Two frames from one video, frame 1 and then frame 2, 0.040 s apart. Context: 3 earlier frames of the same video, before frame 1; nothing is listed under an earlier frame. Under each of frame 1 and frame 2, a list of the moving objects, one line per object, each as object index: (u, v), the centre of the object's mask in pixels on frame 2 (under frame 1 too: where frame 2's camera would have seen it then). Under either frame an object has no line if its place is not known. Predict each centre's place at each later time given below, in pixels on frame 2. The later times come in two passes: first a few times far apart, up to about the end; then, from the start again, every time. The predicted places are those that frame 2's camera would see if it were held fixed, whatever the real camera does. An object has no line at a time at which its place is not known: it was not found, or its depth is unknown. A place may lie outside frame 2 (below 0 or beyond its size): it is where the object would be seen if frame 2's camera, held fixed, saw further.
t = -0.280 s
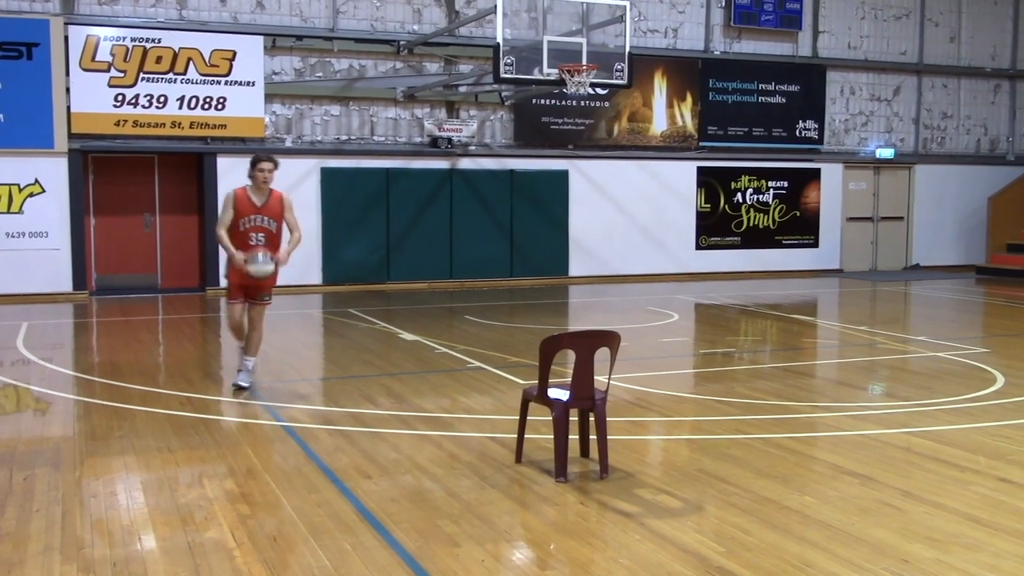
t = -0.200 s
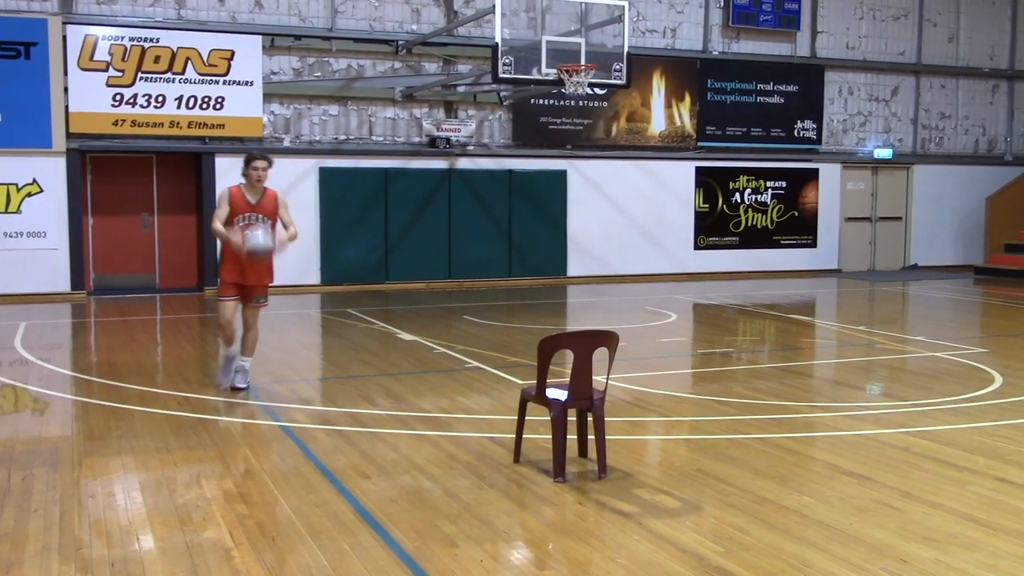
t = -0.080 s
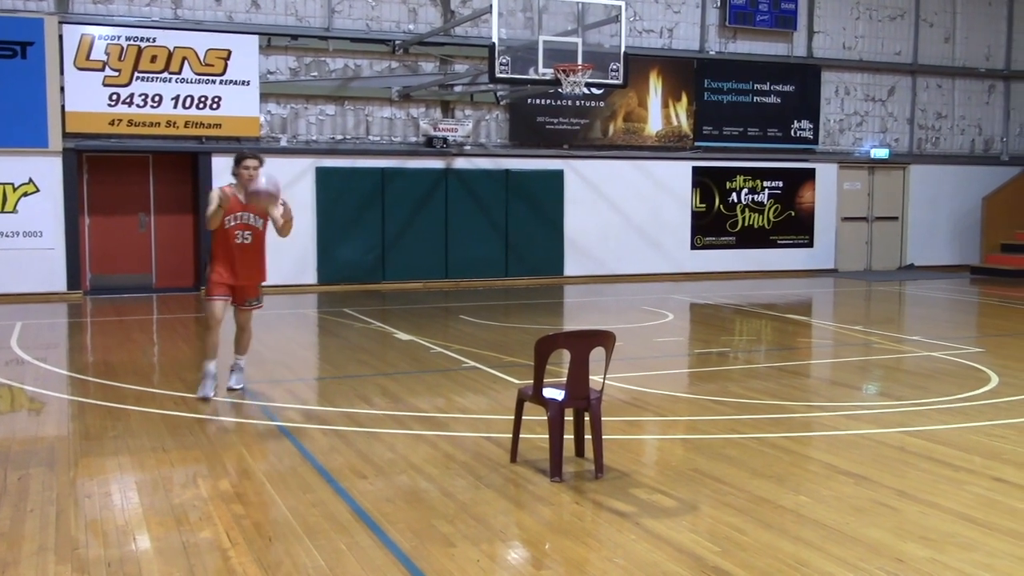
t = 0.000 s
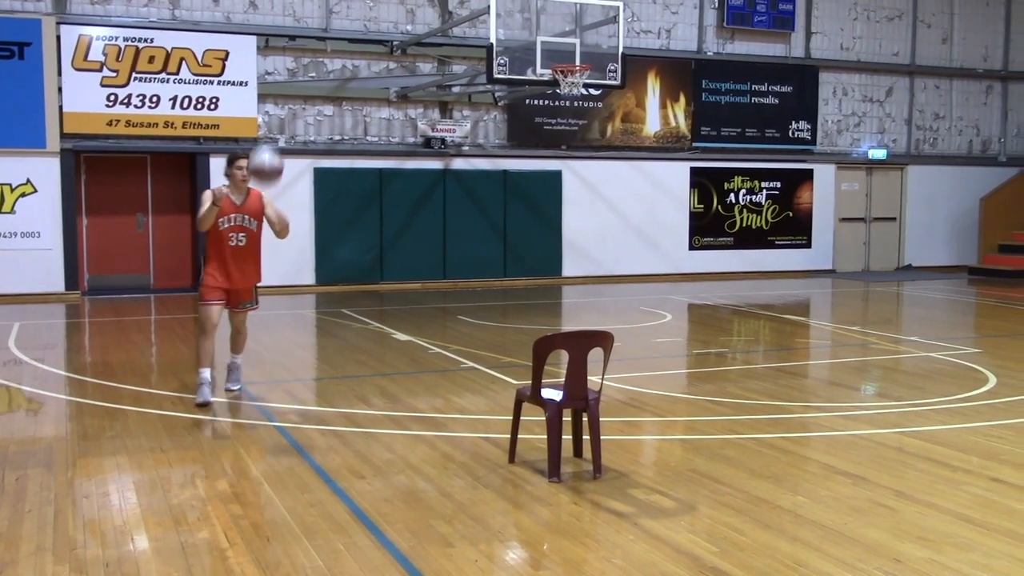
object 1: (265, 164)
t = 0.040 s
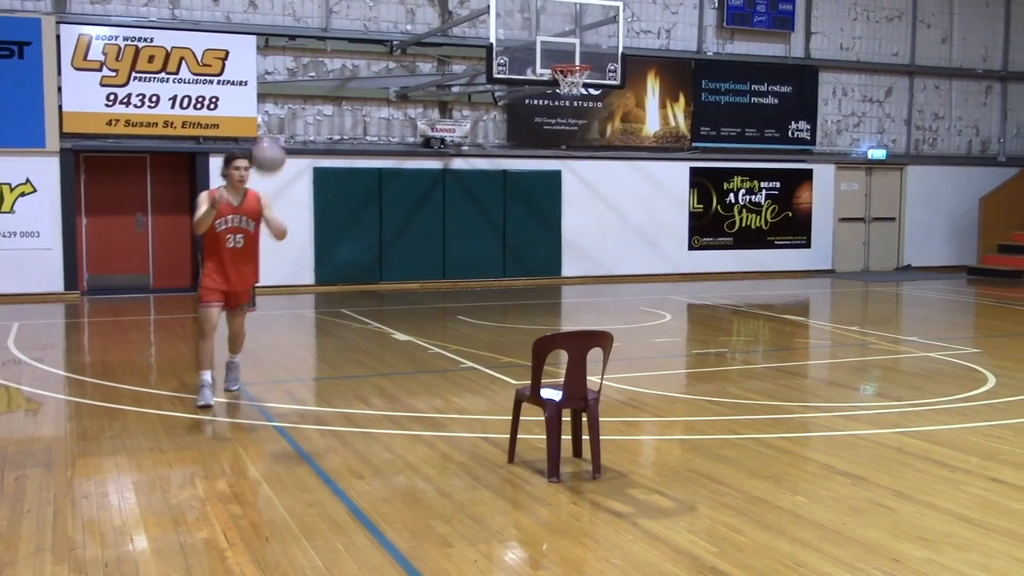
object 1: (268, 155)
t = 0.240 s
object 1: (281, 134)
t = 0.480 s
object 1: (305, 192)
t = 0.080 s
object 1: (270, 145)
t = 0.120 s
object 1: (272, 140)
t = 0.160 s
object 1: (276, 135)
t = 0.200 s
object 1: (278, 133)
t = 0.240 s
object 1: (281, 134)
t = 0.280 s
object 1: (285, 136)
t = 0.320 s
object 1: (288, 142)
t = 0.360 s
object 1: (292, 150)
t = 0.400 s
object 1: (296, 161)
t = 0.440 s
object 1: (300, 174)
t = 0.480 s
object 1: (305, 192)
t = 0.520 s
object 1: (309, 215)
